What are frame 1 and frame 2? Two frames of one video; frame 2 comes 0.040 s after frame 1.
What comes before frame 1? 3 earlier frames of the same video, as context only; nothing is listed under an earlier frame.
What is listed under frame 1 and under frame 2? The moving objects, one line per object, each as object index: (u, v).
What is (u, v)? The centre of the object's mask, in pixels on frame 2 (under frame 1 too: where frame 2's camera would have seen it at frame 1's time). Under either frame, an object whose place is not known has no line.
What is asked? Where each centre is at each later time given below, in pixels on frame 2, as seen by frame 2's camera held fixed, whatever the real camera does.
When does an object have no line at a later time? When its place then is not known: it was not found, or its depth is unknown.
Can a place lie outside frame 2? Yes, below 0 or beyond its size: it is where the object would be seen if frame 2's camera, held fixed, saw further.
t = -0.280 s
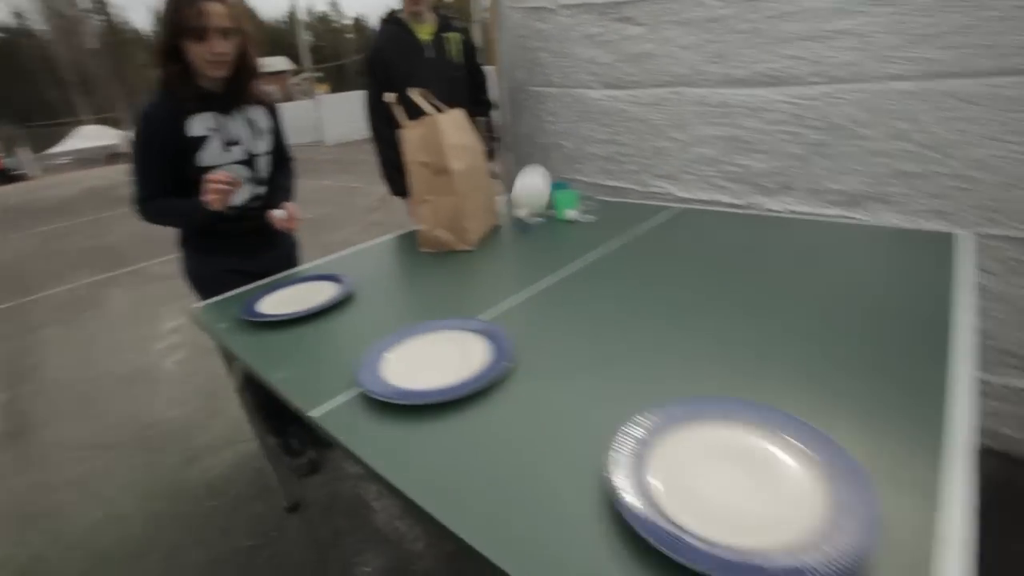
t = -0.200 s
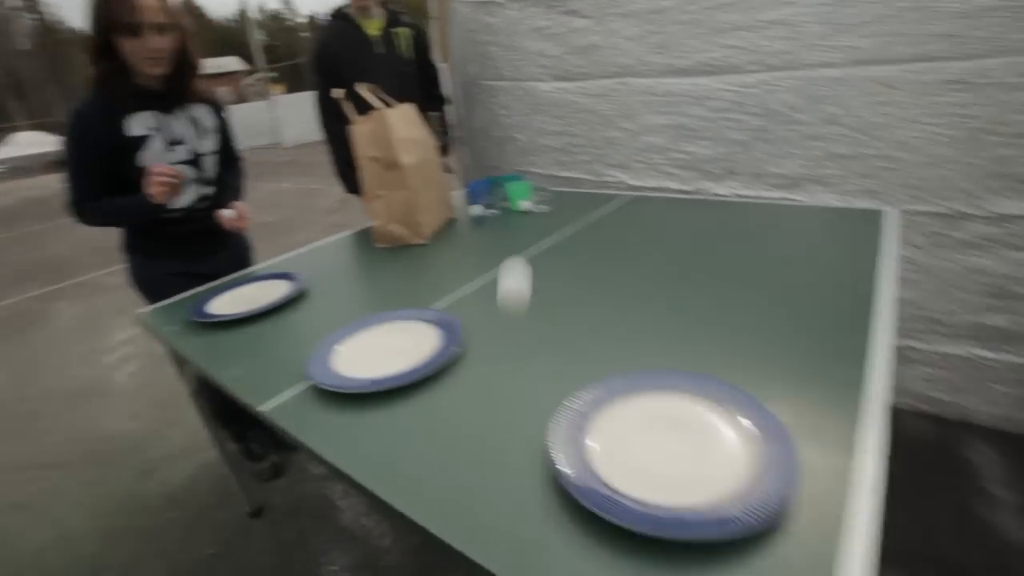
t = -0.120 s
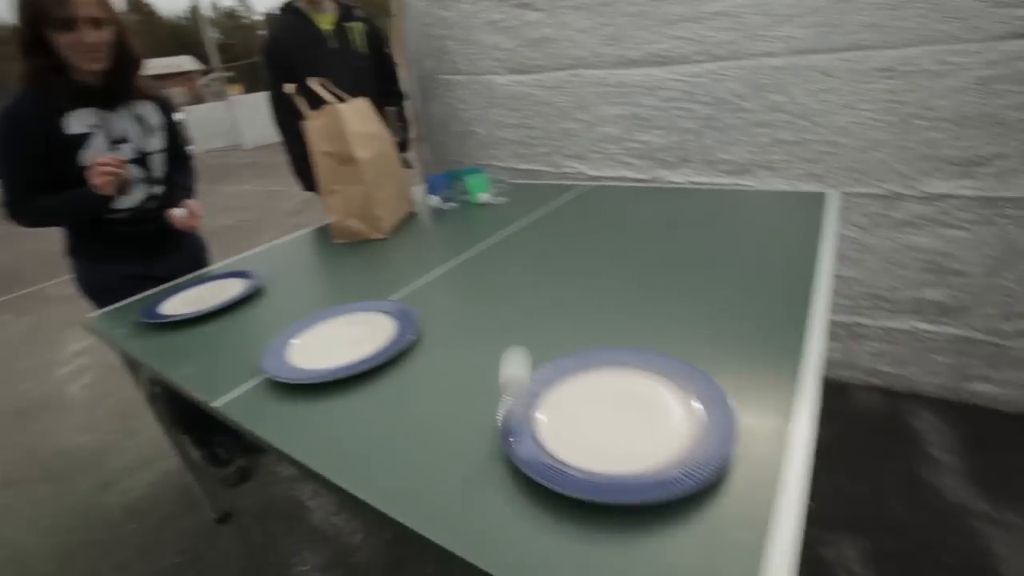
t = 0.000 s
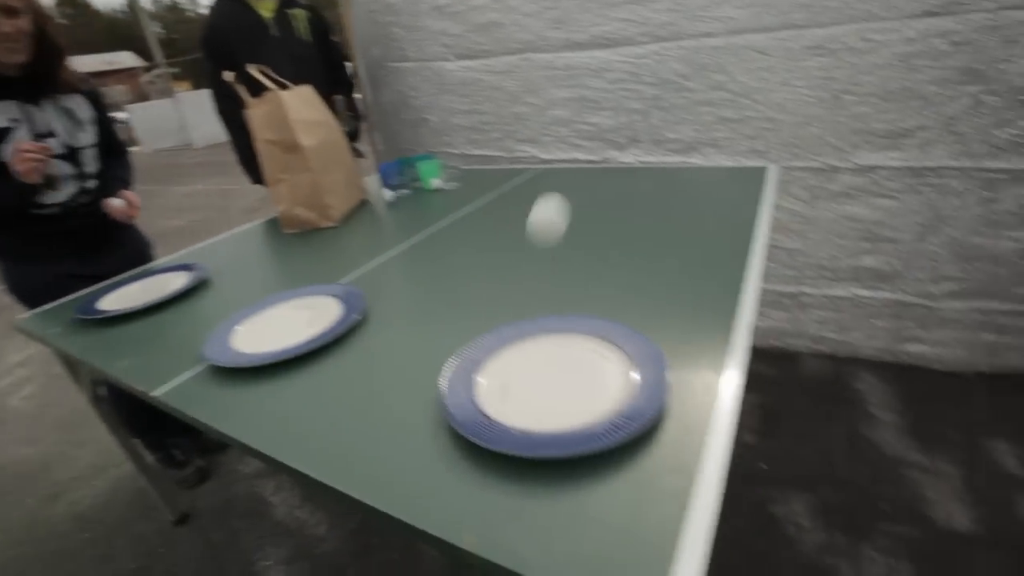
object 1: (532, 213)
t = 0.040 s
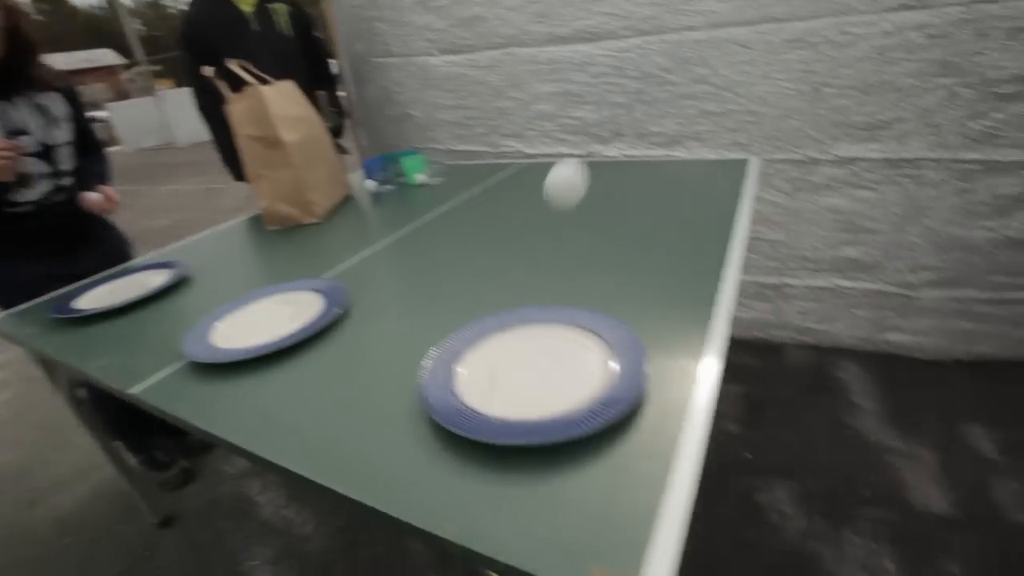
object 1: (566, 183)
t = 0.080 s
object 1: (602, 166)
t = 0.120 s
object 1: (641, 165)
